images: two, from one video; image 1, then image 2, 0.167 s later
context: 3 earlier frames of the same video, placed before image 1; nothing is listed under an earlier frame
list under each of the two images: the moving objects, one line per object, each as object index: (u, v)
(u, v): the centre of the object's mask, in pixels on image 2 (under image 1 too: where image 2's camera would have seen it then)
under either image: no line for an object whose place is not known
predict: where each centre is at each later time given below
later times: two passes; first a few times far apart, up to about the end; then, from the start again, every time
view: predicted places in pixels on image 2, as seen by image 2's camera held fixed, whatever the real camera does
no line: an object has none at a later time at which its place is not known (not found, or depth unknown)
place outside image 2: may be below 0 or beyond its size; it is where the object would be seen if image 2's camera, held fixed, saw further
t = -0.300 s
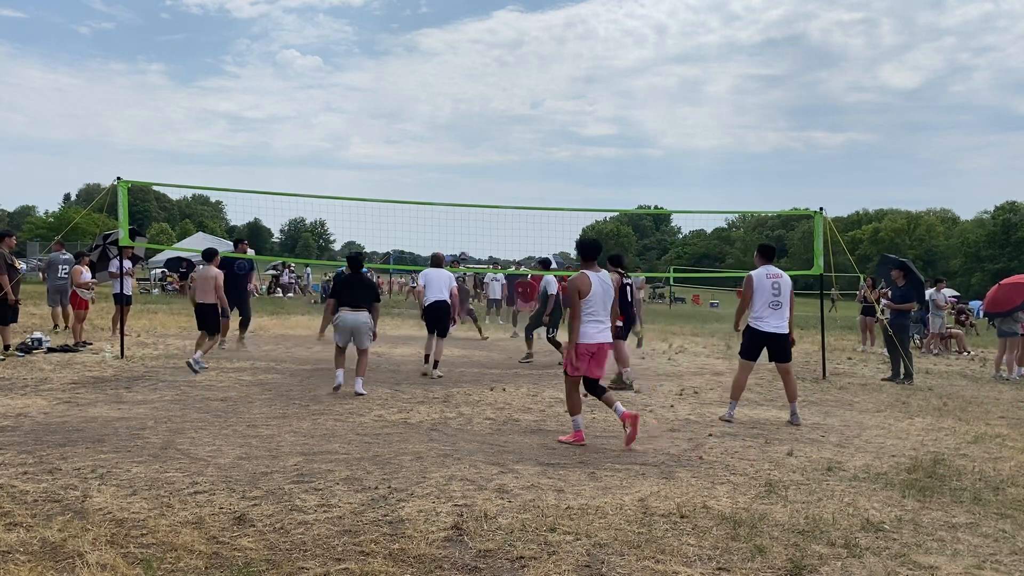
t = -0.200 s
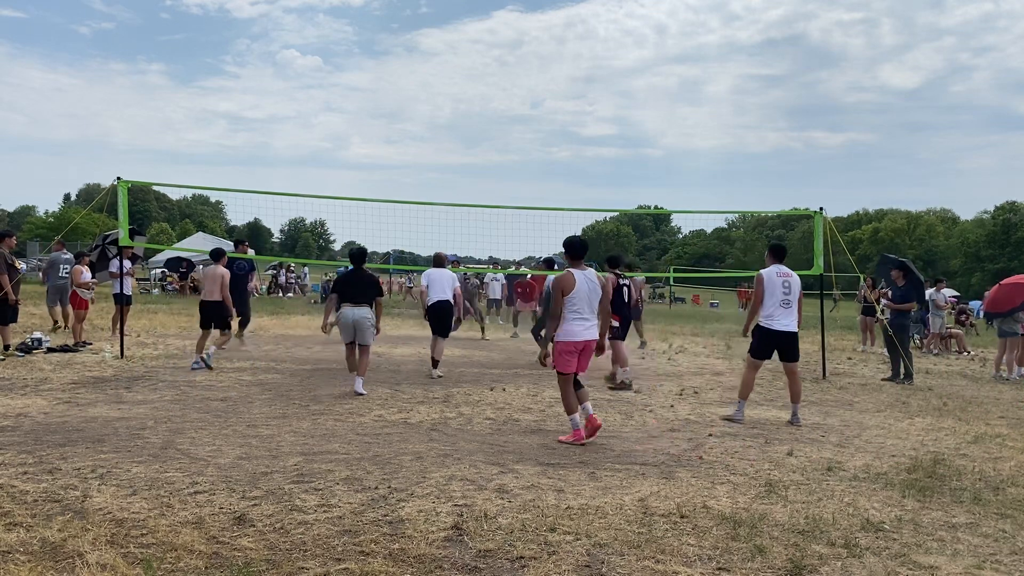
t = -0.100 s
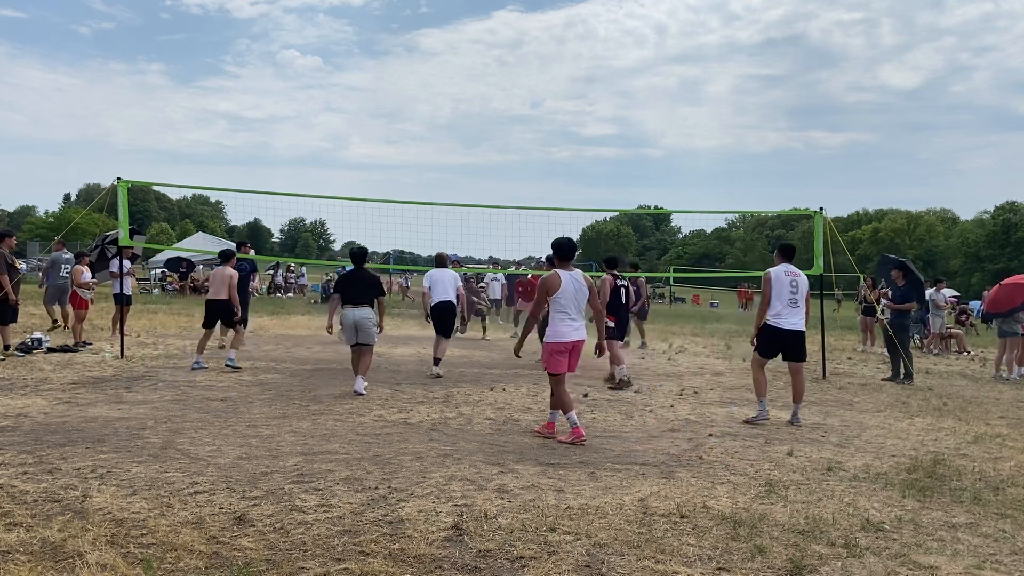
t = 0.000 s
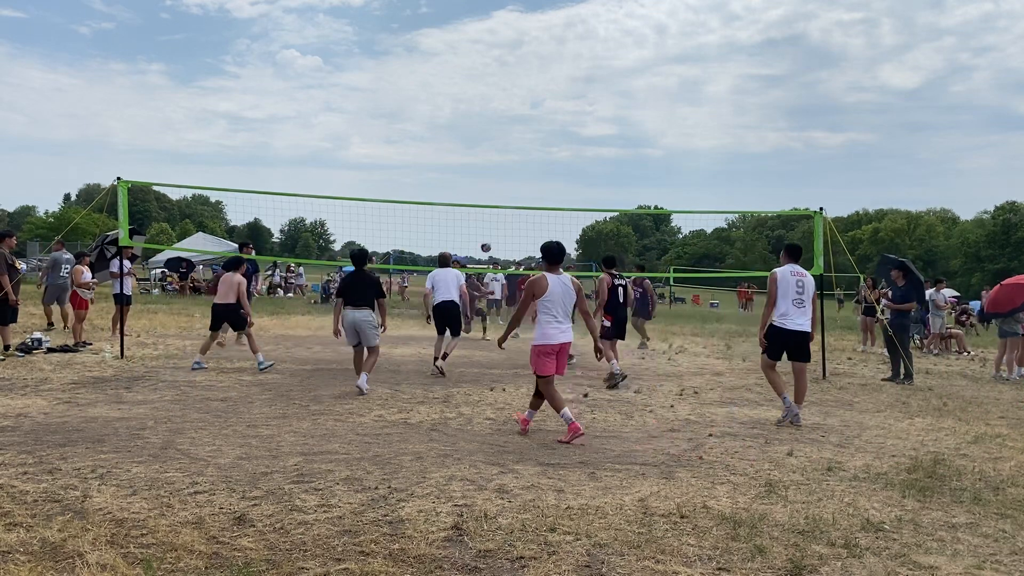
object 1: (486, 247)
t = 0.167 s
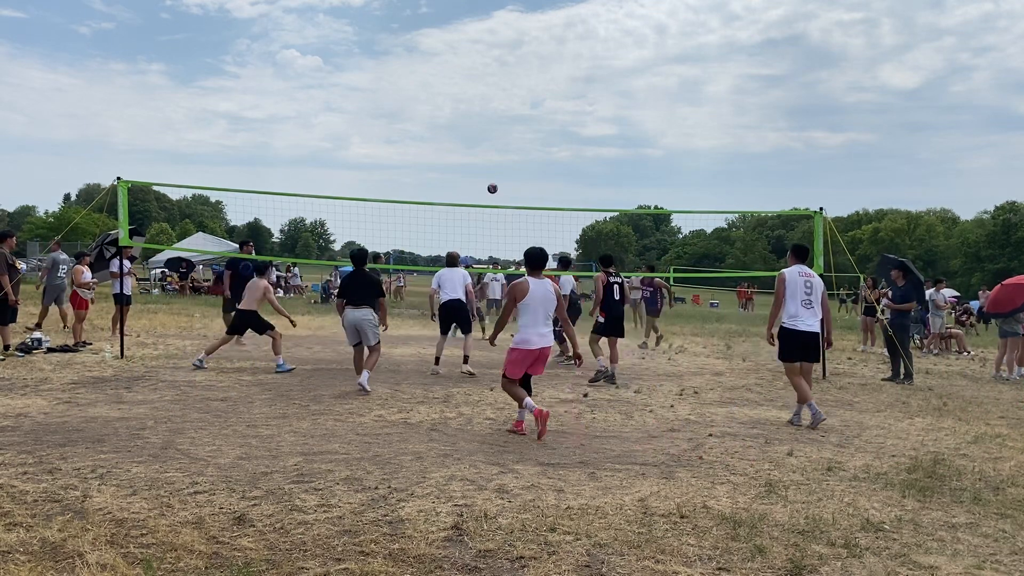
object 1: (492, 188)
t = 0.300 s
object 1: (497, 150)
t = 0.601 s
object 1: (508, 94)
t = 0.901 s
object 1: (517, 83)
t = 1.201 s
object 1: (525, 122)
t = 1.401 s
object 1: (531, 177)
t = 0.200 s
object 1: (493, 178)
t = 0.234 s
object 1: (495, 168)
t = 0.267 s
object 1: (496, 159)
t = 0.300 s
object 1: (497, 150)
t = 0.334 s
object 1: (498, 142)
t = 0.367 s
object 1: (499, 134)
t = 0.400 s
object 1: (501, 127)
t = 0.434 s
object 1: (502, 120)
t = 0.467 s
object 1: (503, 114)
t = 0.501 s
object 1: (504, 108)
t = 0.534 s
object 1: (505, 103)
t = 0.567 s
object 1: (506, 98)
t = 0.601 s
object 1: (508, 94)
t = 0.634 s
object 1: (509, 90)
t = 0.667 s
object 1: (510, 88)
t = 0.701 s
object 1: (511, 85)
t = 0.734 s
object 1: (512, 83)
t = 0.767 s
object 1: (513, 82)
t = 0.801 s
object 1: (514, 81)
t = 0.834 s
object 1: (515, 81)
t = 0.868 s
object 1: (516, 82)
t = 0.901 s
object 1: (517, 83)
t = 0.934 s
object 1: (518, 85)
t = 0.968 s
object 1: (519, 87)
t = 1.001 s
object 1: (520, 91)
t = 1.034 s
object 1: (521, 94)
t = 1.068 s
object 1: (522, 99)
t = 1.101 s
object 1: (523, 103)
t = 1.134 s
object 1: (524, 109)
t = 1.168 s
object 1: (525, 115)
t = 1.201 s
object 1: (525, 122)
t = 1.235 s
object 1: (526, 130)
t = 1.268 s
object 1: (527, 138)
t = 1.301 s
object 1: (528, 147)
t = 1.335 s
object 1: (529, 157)
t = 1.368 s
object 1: (530, 167)
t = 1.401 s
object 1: (531, 177)
